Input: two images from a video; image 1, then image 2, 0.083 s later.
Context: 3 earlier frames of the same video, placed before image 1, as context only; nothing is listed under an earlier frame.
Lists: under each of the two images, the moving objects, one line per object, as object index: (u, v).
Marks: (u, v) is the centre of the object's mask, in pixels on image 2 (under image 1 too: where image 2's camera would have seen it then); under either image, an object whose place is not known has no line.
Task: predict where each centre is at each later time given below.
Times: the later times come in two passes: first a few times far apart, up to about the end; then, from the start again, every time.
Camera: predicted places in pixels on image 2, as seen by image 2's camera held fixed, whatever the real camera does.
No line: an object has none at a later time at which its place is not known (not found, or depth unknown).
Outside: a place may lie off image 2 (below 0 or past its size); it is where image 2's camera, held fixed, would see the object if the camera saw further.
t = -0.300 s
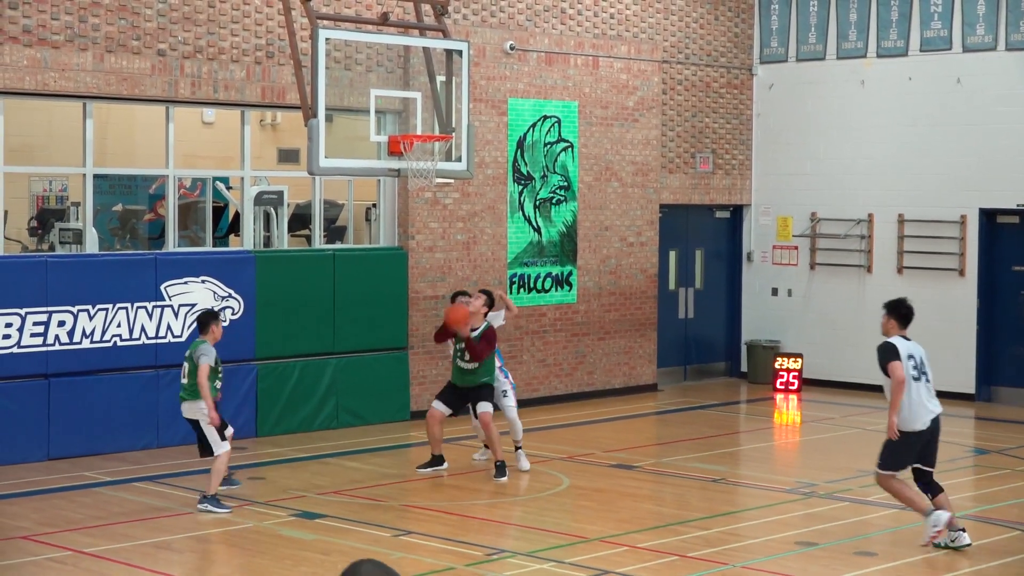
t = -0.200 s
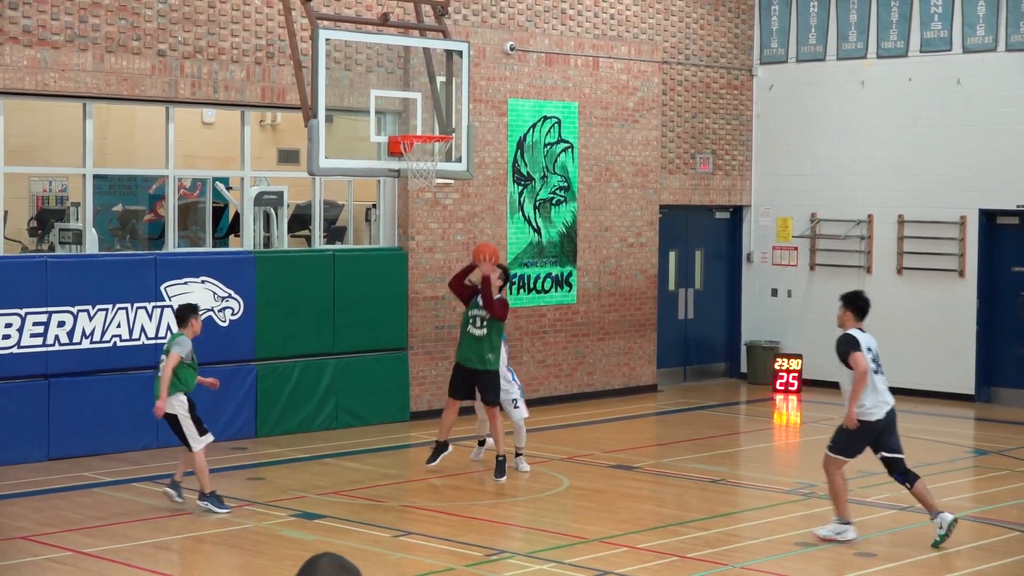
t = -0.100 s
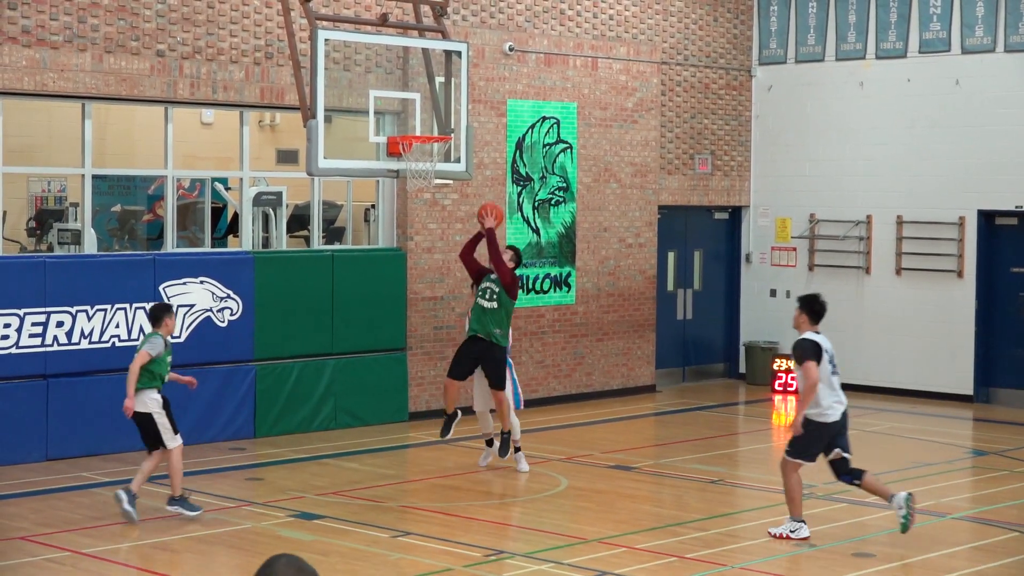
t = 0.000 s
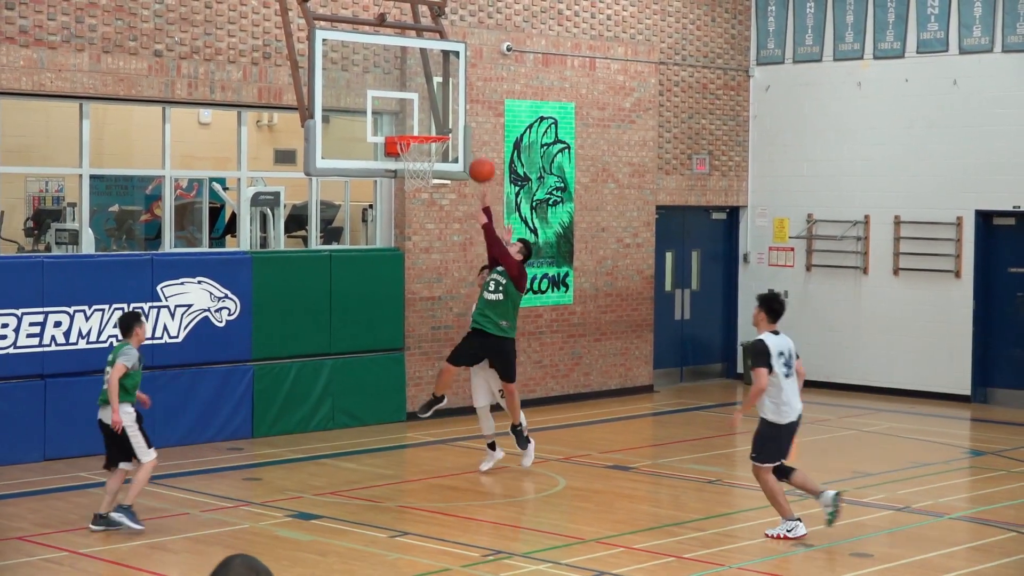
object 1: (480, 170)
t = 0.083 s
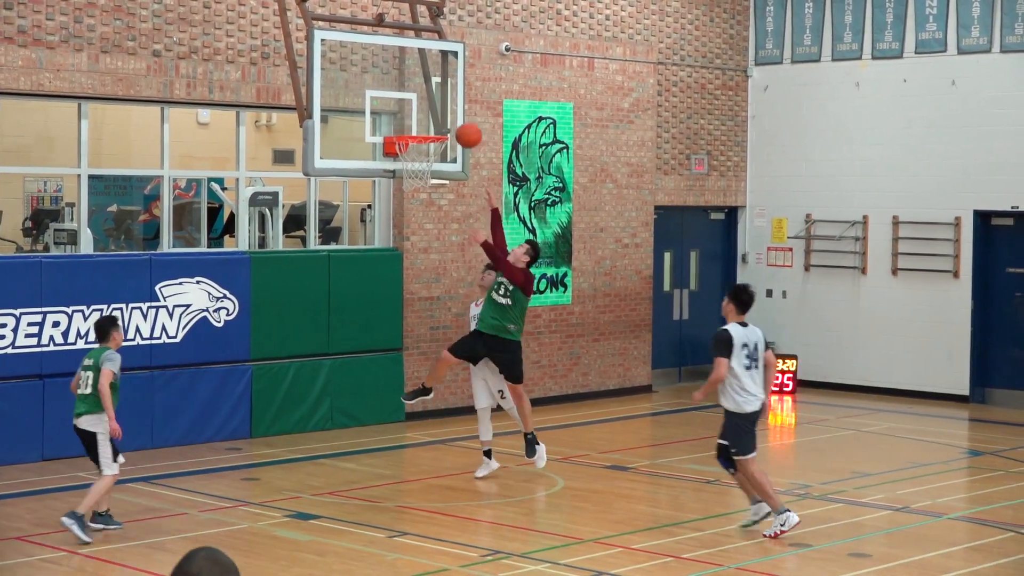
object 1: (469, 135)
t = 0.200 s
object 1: (452, 99)
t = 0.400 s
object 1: (441, 72)
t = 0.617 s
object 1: (452, 94)
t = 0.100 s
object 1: (466, 129)
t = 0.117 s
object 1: (464, 123)
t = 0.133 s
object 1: (462, 118)
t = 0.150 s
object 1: (459, 113)
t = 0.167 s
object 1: (457, 108)
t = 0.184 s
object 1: (454, 103)
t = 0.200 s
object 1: (452, 99)
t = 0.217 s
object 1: (450, 95)
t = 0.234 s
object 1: (447, 91)
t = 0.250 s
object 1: (445, 88)
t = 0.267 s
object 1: (443, 84)
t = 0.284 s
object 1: (440, 81)
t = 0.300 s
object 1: (438, 79)
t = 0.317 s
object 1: (437, 77)
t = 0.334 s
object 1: (437, 76)
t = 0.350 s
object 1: (438, 74)
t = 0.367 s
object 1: (438, 73)
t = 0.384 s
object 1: (439, 73)
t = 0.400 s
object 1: (441, 72)
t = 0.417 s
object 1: (442, 72)
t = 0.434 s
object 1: (442, 72)
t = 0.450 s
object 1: (443, 72)
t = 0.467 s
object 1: (444, 73)
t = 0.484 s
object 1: (445, 74)
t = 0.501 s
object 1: (446, 76)
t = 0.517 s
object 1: (447, 78)
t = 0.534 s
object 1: (448, 80)
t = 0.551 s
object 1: (449, 82)
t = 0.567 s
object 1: (450, 85)
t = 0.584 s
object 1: (450, 88)
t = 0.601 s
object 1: (451, 91)
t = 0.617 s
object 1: (452, 94)
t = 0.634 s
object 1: (453, 99)
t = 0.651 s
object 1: (454, 103)
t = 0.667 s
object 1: (455, 107)
